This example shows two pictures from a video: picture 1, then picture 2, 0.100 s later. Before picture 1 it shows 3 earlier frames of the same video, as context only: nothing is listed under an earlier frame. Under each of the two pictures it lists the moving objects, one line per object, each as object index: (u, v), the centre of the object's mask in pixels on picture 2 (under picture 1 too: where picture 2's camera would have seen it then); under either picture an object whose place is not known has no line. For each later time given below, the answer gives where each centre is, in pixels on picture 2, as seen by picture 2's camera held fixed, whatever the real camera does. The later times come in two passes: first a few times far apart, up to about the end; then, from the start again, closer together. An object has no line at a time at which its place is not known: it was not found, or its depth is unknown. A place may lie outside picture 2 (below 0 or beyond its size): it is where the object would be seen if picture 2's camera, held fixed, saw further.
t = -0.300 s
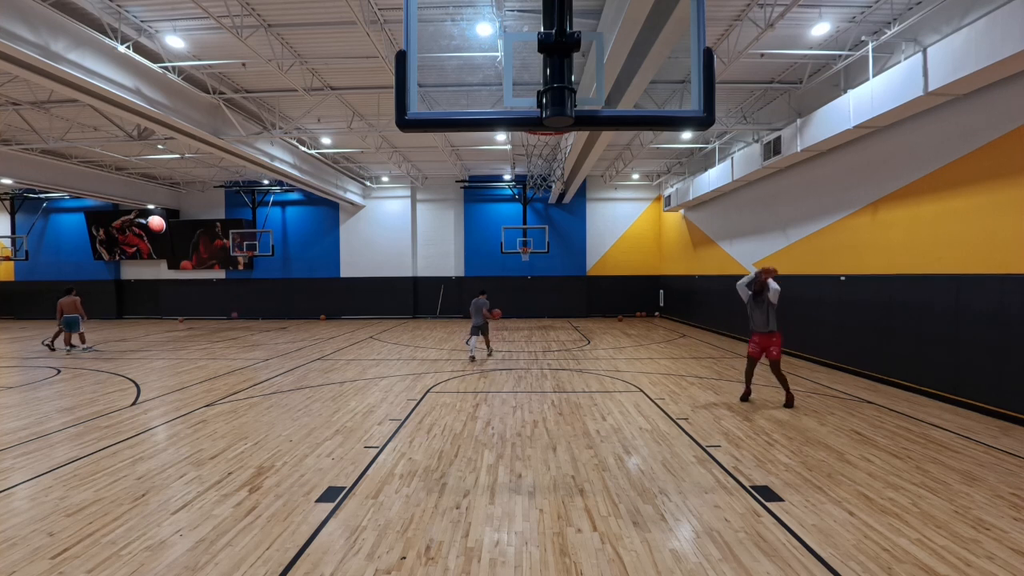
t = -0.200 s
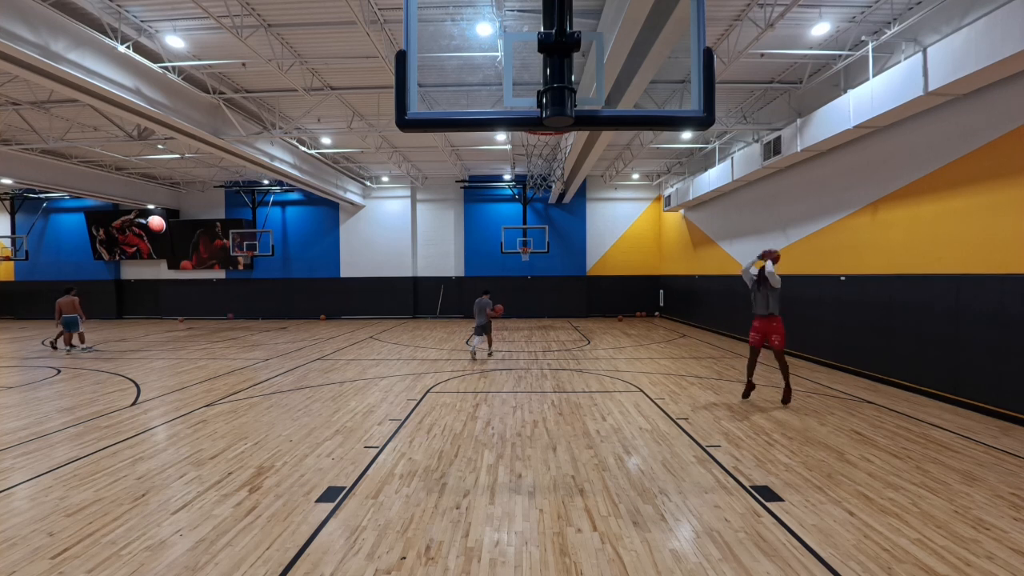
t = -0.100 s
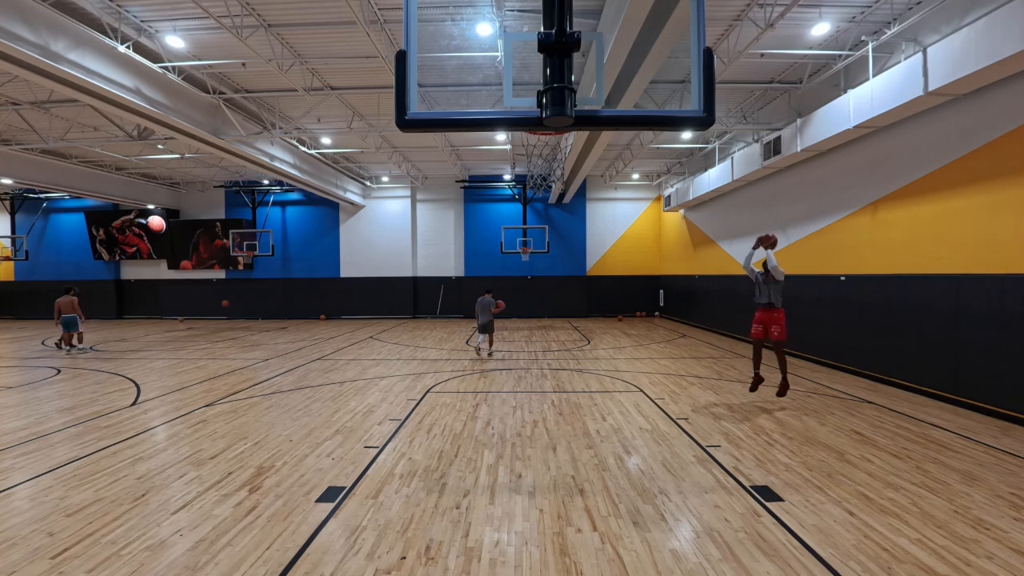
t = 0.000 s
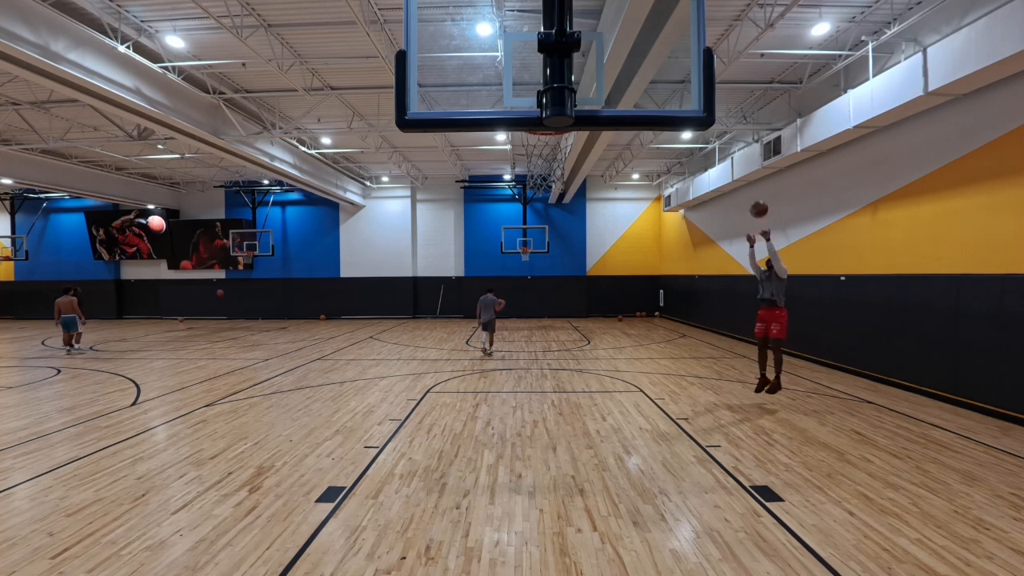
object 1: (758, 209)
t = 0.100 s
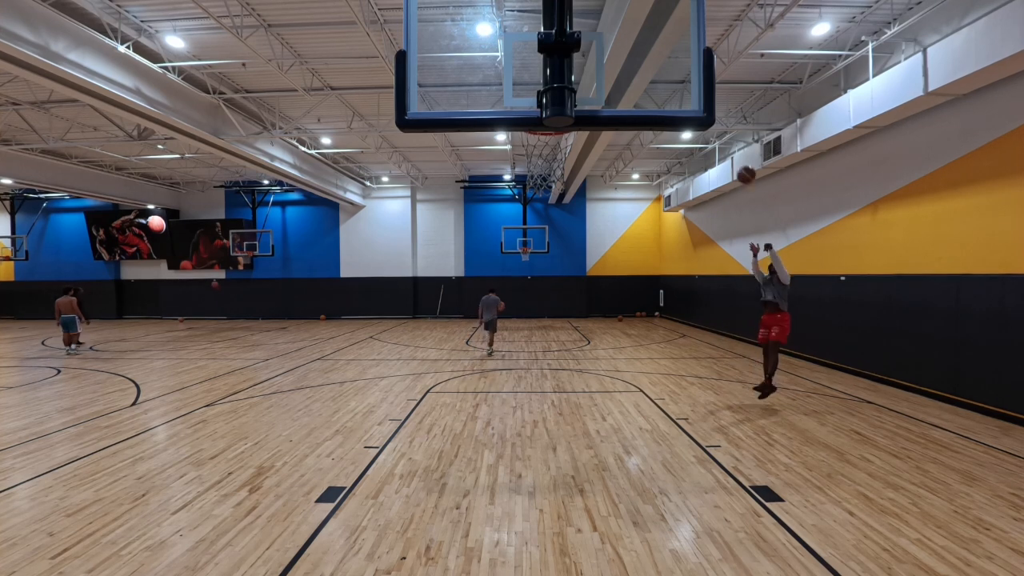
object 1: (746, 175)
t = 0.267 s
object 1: (722, 126)
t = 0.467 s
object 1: (682, 85)
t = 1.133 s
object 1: (508, 196)
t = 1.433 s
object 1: (482, 413)
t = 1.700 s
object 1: (477, 540)
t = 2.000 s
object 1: (515, 387)
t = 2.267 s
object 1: (550, 383)
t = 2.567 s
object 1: (588, 524)
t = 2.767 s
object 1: (610, 554)
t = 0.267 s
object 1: (722, 126)
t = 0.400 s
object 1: (688, 96)
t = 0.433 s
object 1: (685, 90)
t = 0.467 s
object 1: (682, 85)
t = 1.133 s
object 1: (508, 196)
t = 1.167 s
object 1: (505, 211)
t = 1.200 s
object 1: (502, 228)
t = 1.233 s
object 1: (499, 248)
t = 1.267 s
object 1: (496, 270)
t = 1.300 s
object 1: (493, 293)
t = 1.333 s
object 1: (489, 318)
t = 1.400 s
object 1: (485, 380)
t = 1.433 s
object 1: (482, 413)
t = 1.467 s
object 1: (479, 450)
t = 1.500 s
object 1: (475, 489)
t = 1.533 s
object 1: (472, 530)
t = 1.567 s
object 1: (469, 564)
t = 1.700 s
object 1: (477, 540)
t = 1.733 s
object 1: (481, 515)
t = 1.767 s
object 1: (485, 493)
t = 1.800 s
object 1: (489, 472)
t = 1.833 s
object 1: (493, 453)
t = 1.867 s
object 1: (498, 436)
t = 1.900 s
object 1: (502, 421)
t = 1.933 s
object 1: (506, 407)
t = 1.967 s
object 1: (511, 396)
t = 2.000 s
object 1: (515, 387)
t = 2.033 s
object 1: (519, 380)
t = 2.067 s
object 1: (524, 374)
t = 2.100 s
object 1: (528, 371)
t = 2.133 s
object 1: (532, 369)
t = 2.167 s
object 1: (537, 369)
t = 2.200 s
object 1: (541, 372)
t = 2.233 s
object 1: (545, 376)
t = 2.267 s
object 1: (550, 383)
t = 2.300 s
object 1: (554, 391)
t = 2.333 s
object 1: (558, 401)
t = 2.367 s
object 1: (562, 413)
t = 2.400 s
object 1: (567, 427)
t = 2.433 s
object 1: (571, 443)
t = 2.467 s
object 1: (575, 461)
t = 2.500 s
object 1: (579, 480)
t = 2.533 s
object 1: (583, 502)
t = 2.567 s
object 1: (588, 524)
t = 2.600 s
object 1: (591, 548)
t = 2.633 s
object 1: (594, 564)
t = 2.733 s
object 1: (606, 563)
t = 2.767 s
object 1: (610, 554)
